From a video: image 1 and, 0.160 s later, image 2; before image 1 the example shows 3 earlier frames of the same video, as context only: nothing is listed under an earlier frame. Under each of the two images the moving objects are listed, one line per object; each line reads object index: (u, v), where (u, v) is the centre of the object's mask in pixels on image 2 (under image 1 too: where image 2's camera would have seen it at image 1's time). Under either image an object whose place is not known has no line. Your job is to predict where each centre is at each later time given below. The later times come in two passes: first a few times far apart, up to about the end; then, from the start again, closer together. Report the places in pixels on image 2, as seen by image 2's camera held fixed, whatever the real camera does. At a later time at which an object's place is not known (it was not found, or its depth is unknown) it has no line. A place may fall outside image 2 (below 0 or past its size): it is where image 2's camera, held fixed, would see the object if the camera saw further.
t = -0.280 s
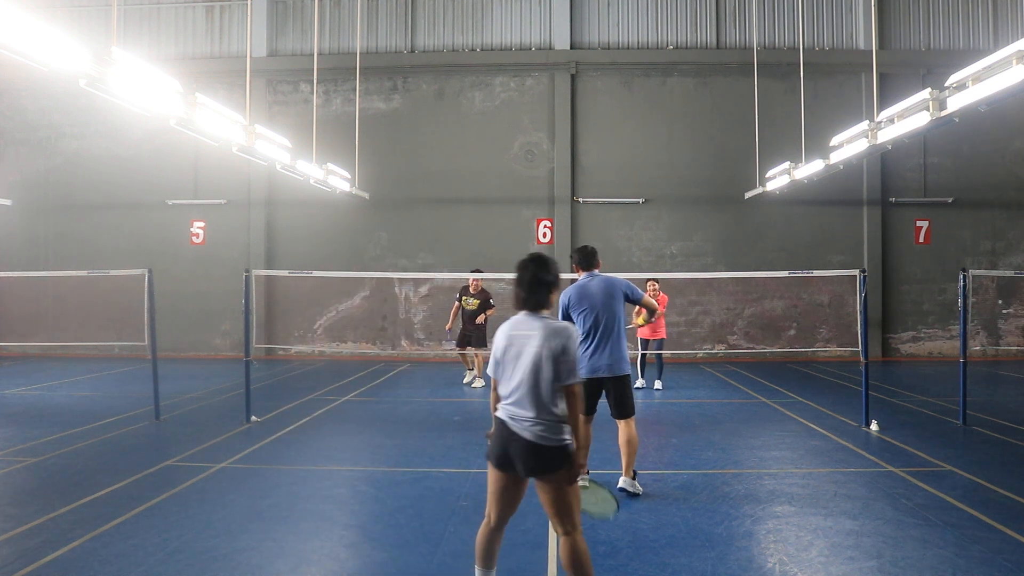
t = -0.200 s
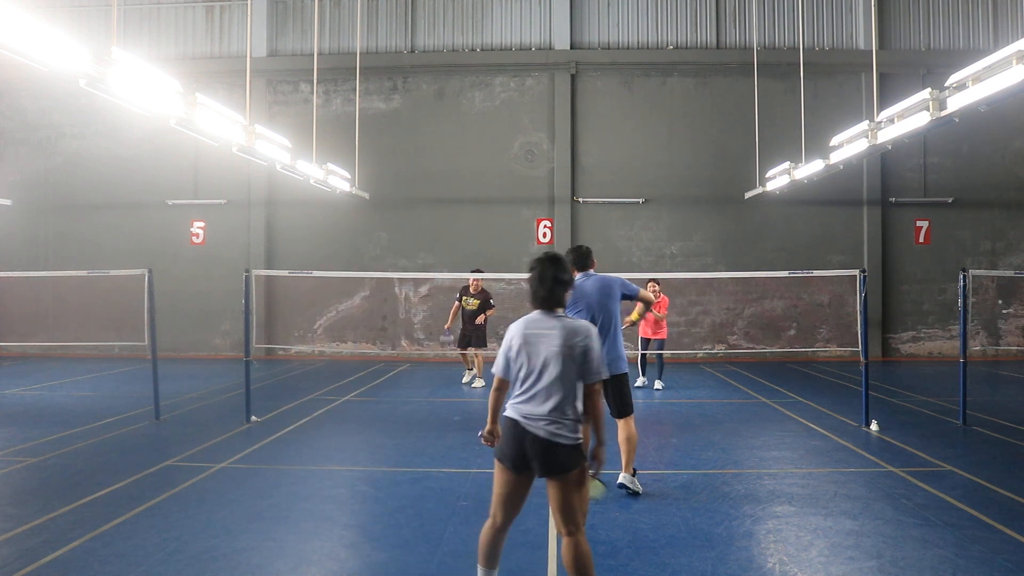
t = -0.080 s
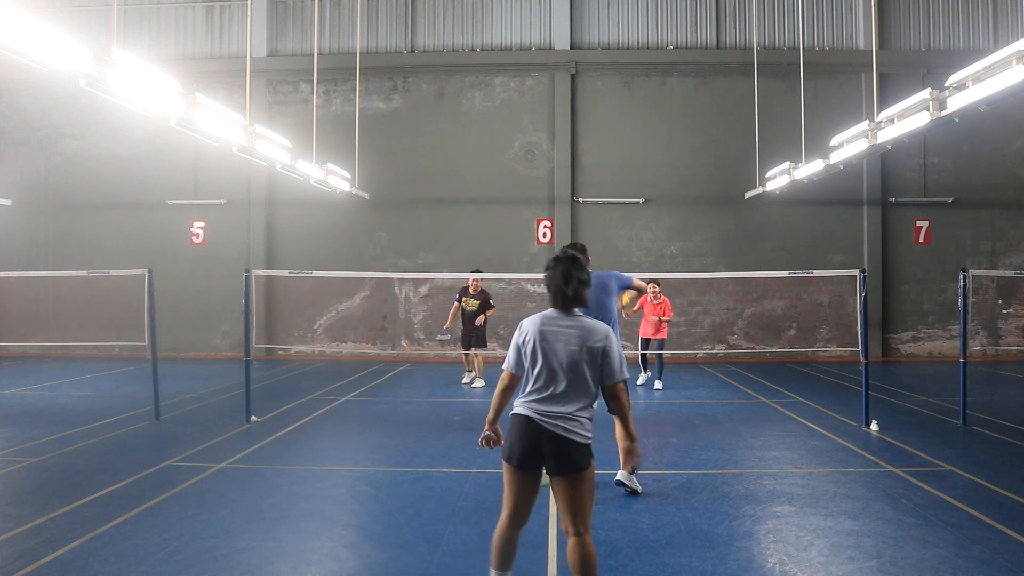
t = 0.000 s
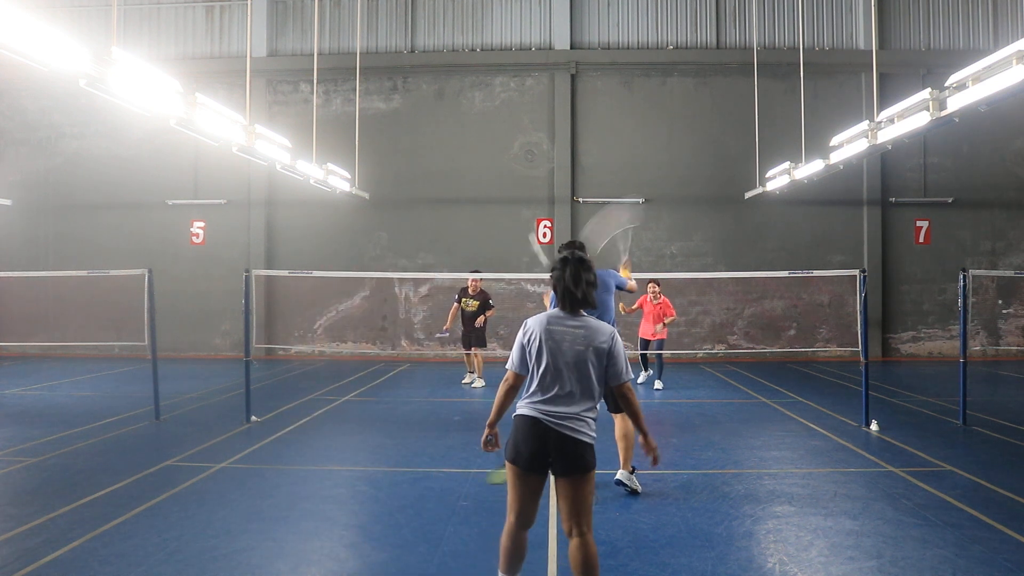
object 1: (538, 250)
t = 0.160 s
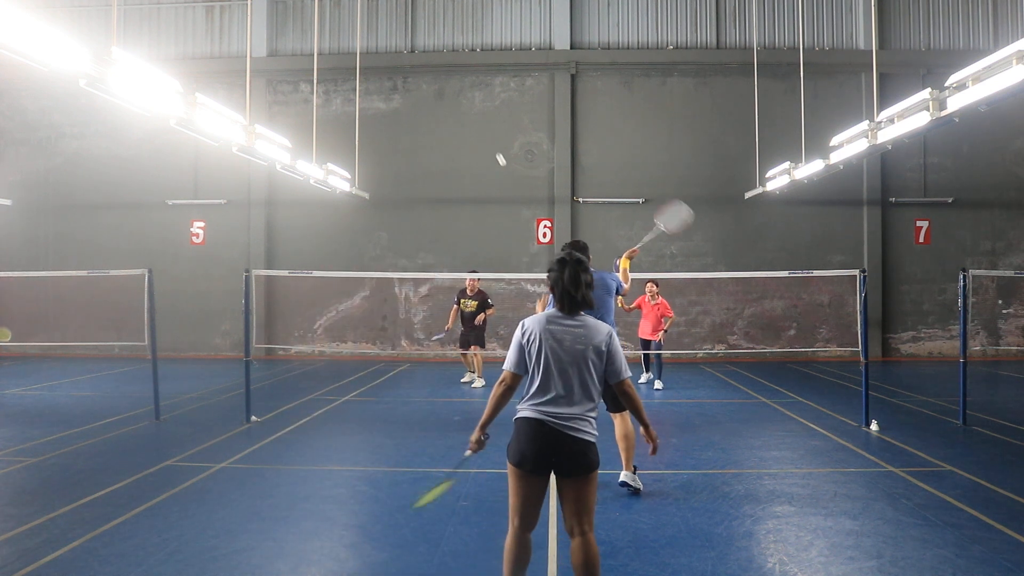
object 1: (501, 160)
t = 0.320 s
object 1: (483, 132)
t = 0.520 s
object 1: (472, 133)
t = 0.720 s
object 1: (467, 158)
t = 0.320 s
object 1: (483, 132)
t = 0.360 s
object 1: (480, 130)
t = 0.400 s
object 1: (478, 130)
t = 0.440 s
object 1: (476, 130)
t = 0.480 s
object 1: (474, 131)
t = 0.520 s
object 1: (472, 133)
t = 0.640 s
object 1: (469, 146)
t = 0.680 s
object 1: (468, 152)
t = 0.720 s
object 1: (467, 158)
